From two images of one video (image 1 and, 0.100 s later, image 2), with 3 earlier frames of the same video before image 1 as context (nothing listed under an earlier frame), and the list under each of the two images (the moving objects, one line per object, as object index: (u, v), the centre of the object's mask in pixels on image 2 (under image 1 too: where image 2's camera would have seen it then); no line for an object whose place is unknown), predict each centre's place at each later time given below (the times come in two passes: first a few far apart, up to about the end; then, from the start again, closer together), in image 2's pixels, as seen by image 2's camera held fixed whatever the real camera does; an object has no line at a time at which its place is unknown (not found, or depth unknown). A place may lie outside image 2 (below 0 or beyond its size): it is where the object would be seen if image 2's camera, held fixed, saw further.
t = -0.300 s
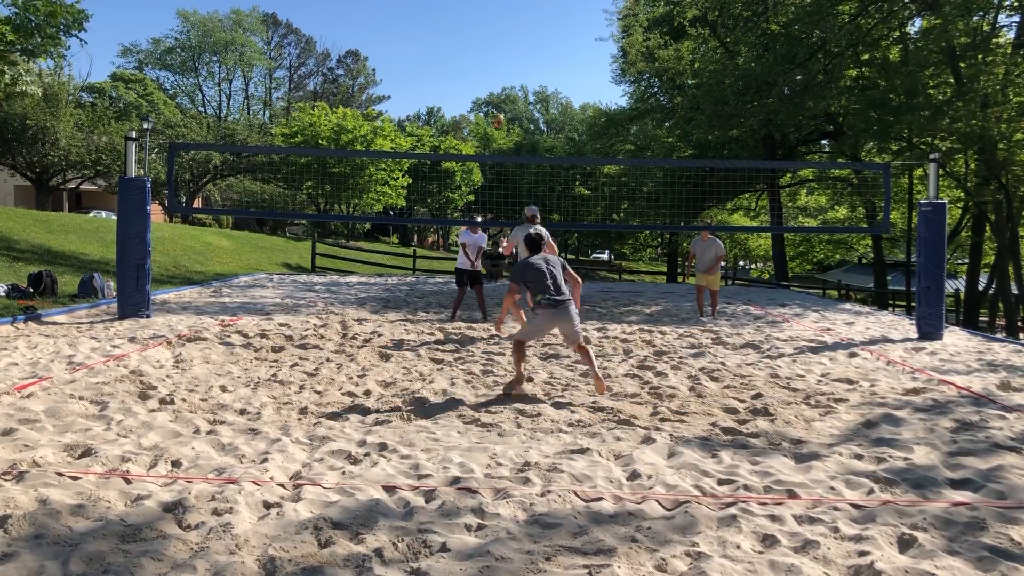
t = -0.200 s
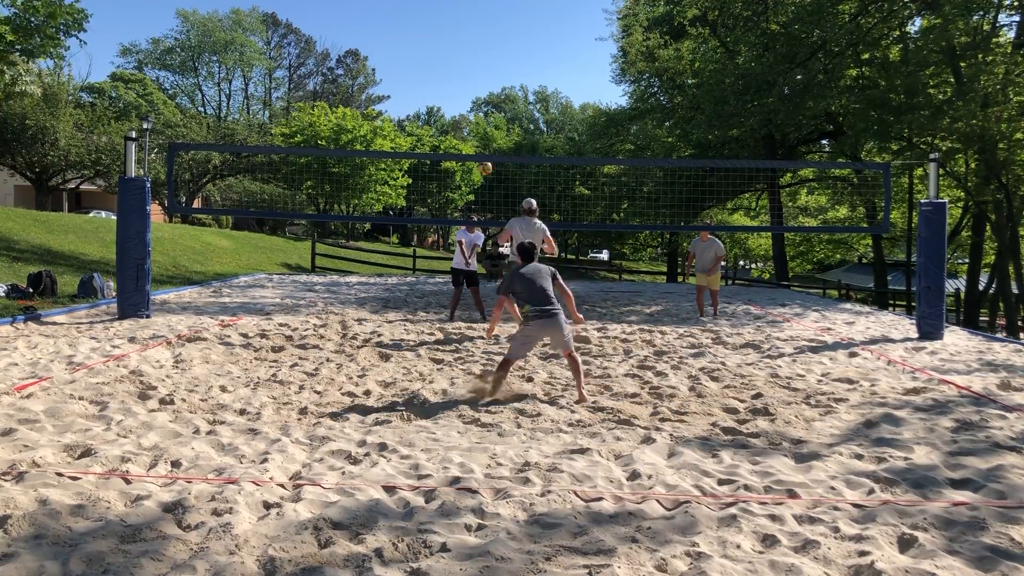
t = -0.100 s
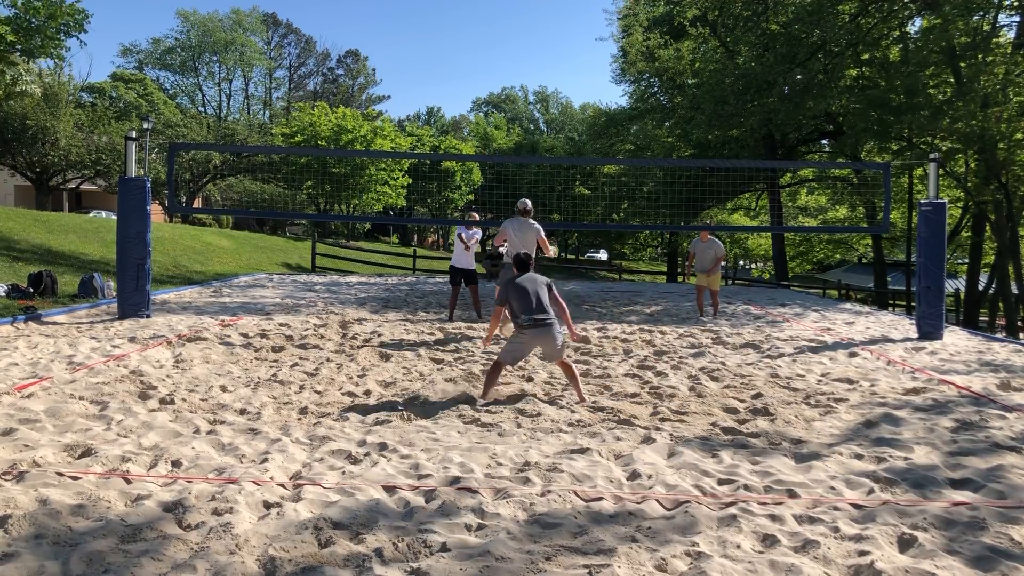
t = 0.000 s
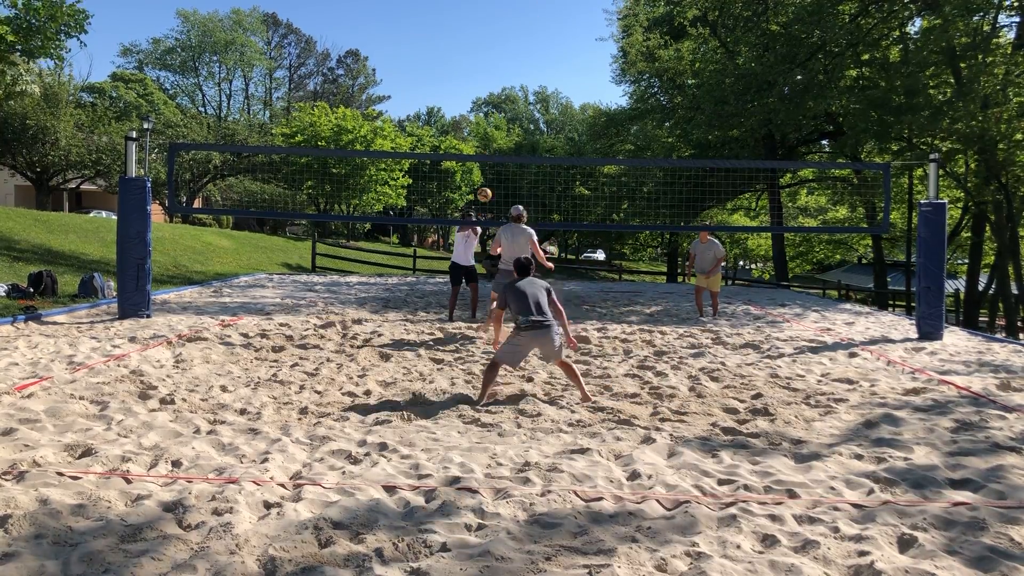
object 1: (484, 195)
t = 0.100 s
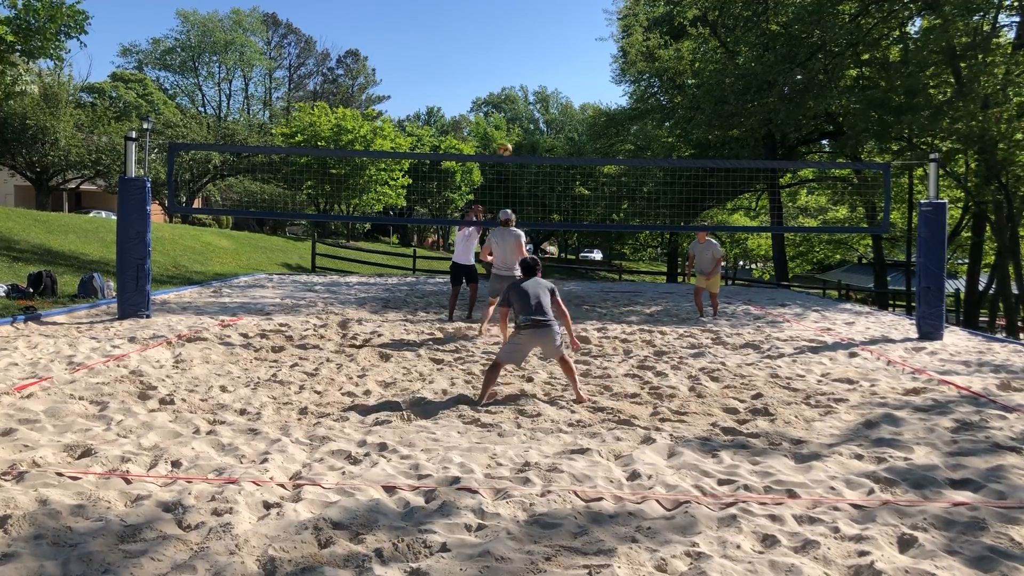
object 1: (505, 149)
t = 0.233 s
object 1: (531, 98)
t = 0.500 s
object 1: (583, 34)
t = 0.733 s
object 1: (625, 17)
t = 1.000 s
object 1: (671, 46)
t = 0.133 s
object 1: (511, 136)
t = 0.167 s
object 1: (518, 122)
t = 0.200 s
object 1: (524, 110)
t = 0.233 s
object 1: (531, 98)
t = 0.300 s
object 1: (544, 78)
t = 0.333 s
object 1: (551, 68)
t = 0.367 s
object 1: (557, 60)
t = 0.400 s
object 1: (564, 52)
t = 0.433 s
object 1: (570, 45)
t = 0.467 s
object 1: (577, 39)
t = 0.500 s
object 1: (583, 34)
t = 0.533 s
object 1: (589, 29)
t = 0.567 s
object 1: (595, 26)
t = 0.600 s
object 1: (601, 23)
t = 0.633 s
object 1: (607, 20)
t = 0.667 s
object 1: (614, 19)
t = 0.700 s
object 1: (620, 18)
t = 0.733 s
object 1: (625, 17)
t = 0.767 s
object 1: (630, 19)
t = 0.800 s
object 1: (638, 21)
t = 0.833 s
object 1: (644, 23)
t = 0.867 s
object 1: (649, 27)
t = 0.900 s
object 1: (655, 30)
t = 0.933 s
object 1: (660, 35)
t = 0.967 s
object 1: (667, 41)
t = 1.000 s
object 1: (671, 46)
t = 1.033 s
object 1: (677, 56)
